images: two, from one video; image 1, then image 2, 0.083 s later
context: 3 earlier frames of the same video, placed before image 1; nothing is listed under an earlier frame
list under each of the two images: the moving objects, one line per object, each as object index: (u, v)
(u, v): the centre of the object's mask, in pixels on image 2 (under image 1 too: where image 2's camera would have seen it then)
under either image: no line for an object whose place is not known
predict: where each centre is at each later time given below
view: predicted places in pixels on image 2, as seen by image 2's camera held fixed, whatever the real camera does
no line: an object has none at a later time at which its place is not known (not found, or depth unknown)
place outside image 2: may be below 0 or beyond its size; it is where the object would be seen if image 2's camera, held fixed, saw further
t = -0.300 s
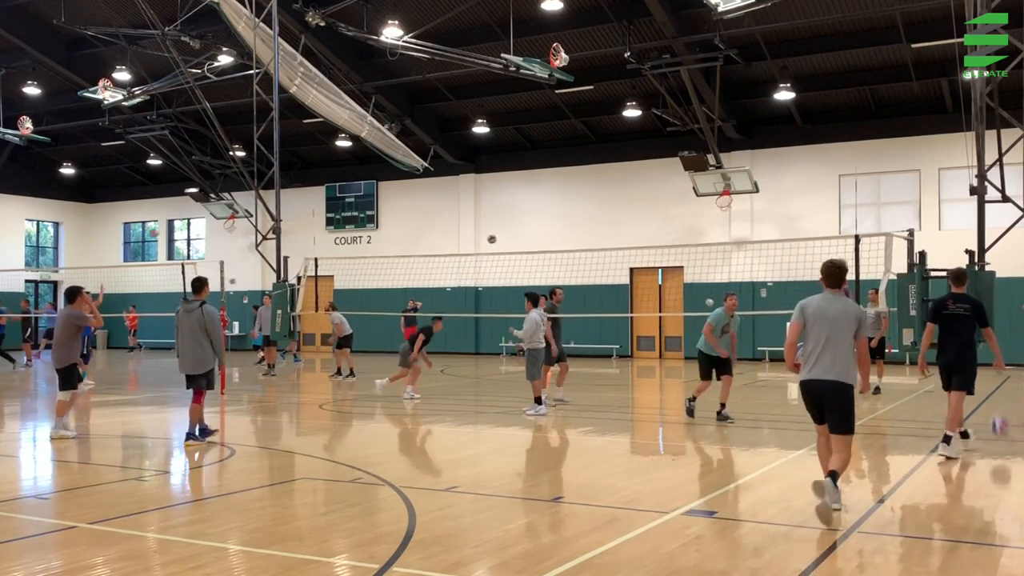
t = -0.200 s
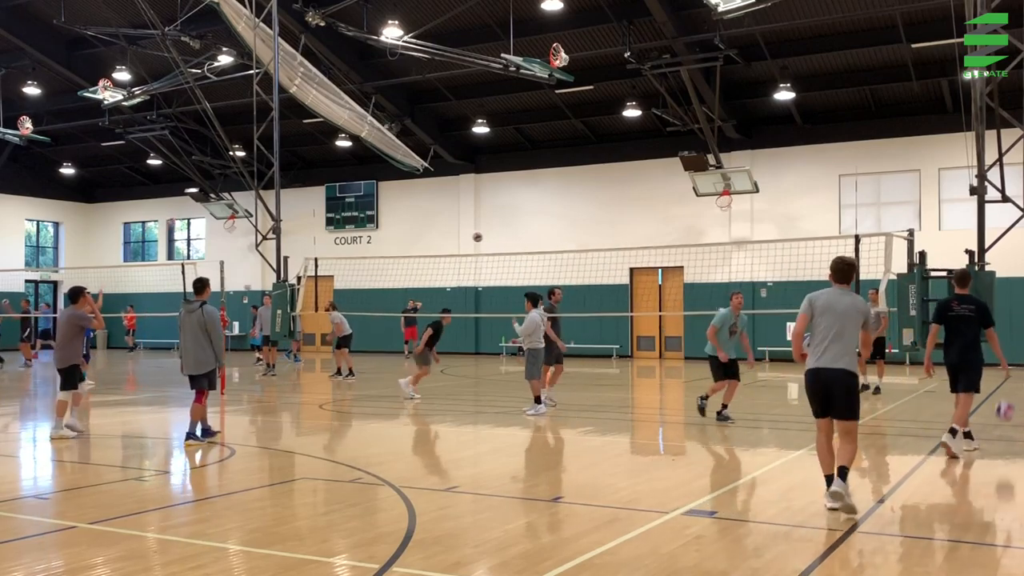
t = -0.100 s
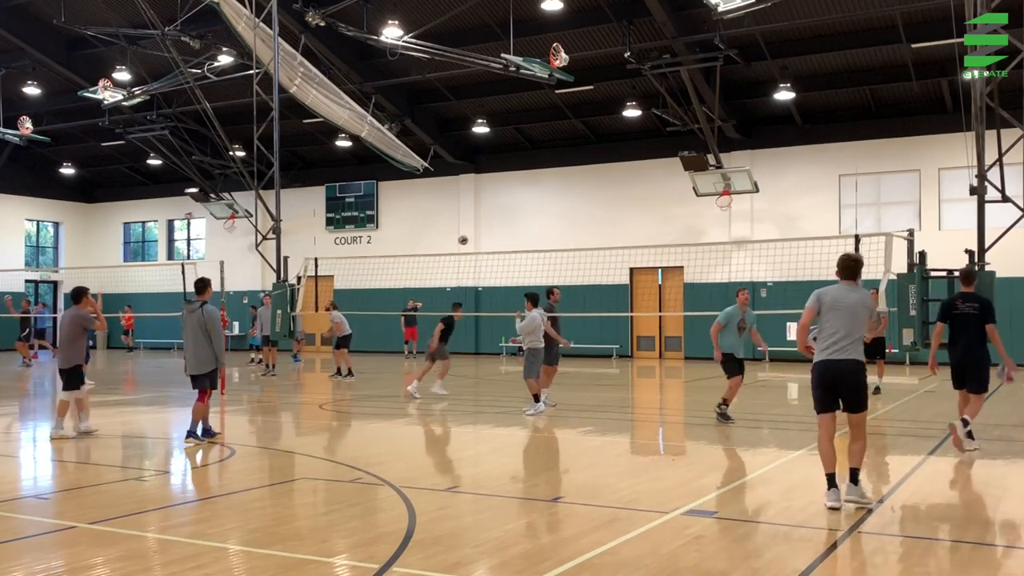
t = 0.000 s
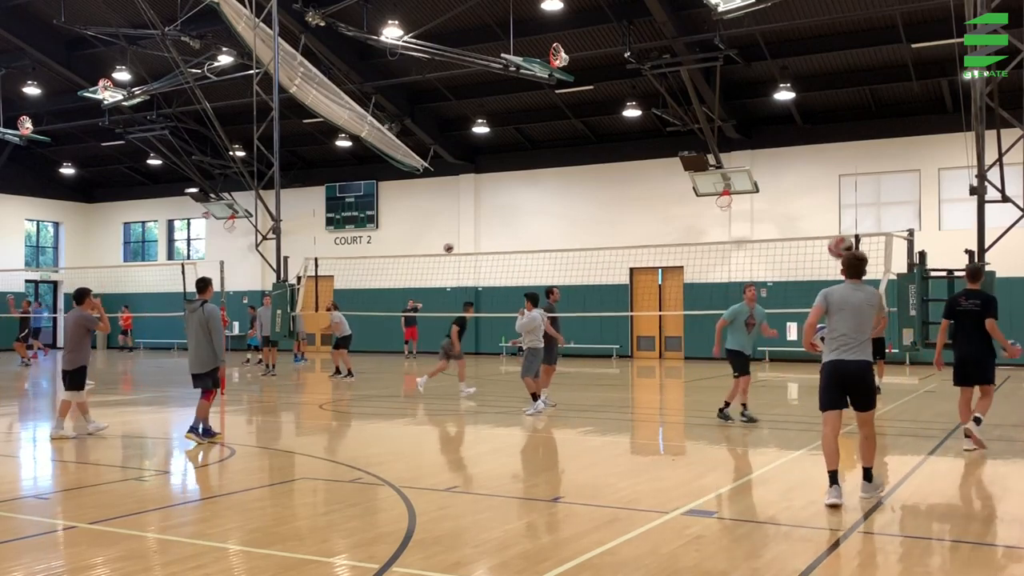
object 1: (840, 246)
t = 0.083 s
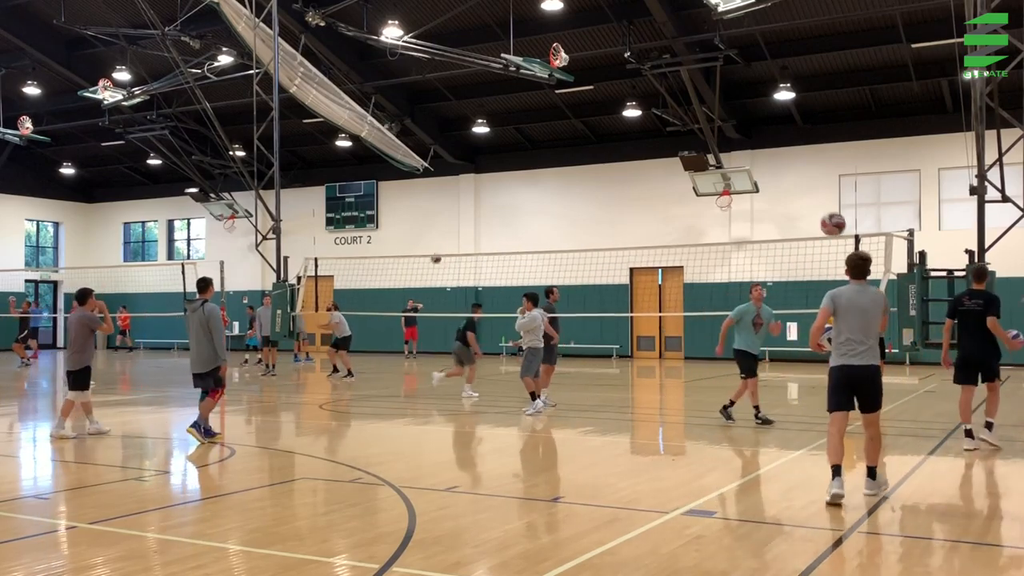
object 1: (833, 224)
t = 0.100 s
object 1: (831, 220)
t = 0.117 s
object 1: (830, 217)
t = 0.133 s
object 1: (828, 214)
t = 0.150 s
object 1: (827, 212)
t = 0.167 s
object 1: (826, 210)
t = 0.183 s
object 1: (825, 208)
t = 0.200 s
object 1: (823, 206)
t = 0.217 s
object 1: (822, 205)
